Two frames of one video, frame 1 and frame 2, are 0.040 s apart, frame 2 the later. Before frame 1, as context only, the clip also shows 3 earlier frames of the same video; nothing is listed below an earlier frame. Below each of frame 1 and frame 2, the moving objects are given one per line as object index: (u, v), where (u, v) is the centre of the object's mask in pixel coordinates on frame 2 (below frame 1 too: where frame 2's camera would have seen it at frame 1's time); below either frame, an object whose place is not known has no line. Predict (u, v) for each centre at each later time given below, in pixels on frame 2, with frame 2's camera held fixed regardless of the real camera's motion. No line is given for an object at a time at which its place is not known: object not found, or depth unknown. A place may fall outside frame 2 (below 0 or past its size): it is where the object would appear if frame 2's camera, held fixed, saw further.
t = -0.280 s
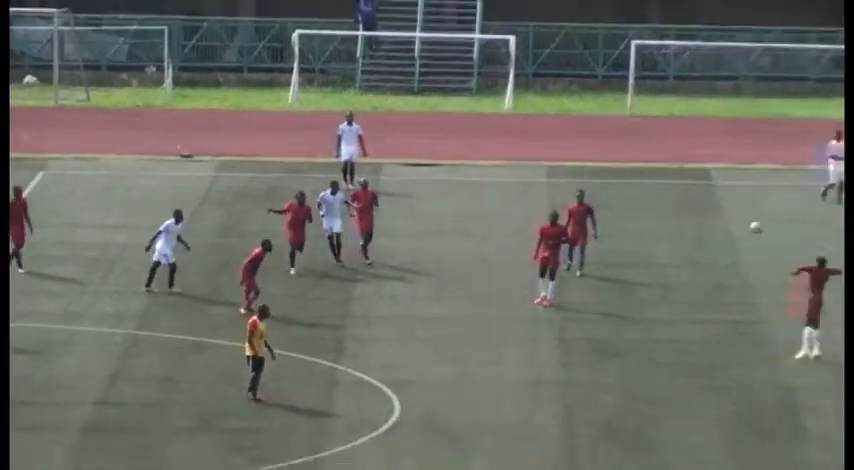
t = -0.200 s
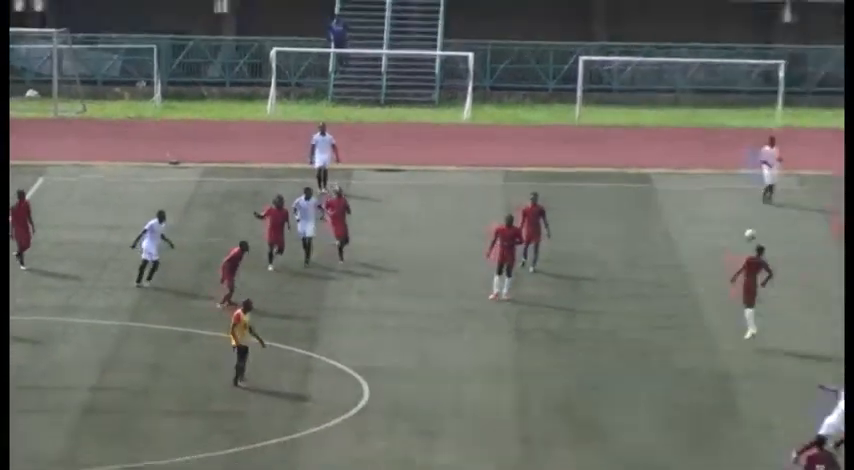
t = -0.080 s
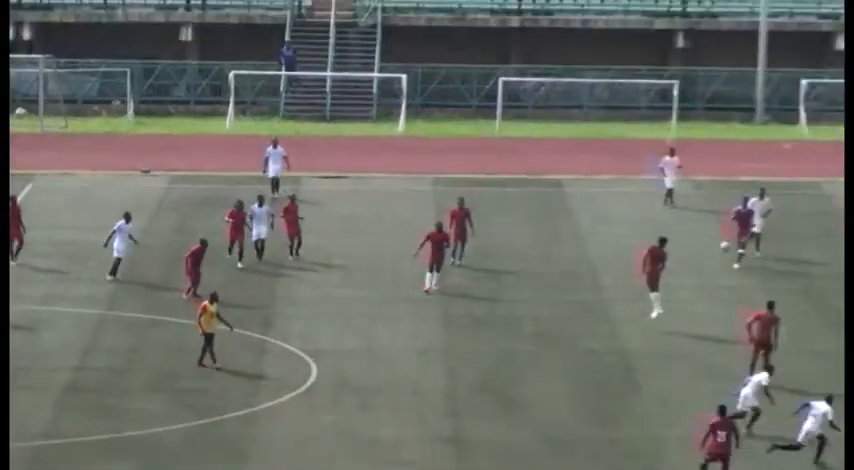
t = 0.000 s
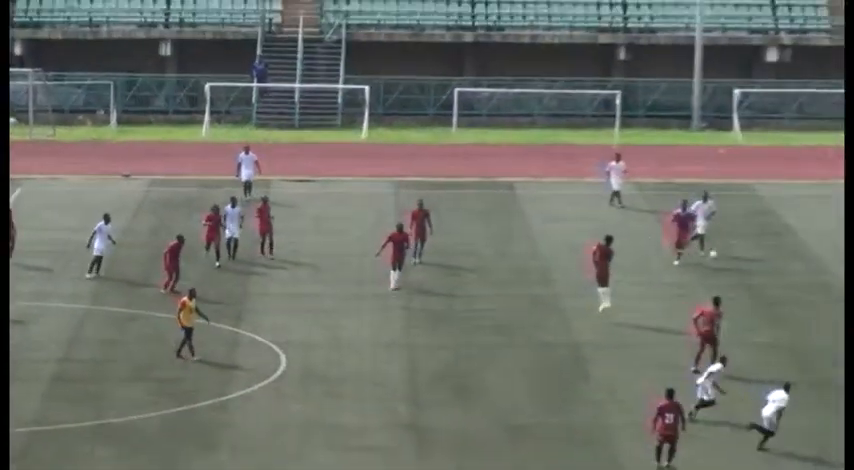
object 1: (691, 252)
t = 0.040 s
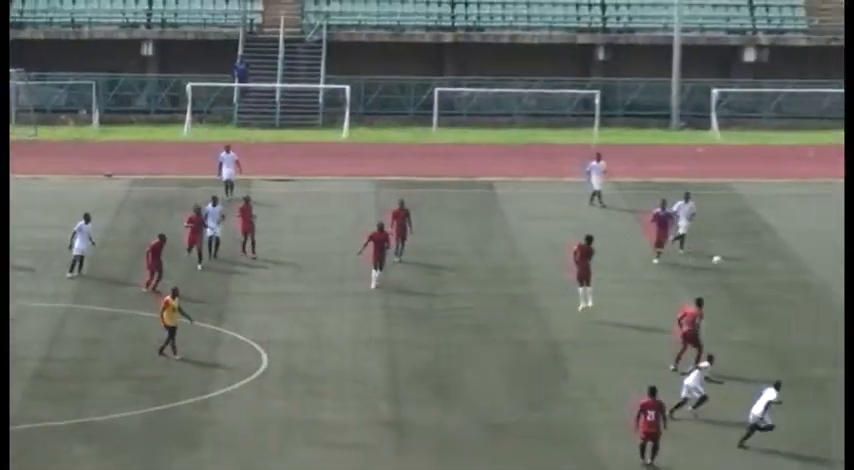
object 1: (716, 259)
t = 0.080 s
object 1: (741, 266)
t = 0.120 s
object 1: (764, 274)
